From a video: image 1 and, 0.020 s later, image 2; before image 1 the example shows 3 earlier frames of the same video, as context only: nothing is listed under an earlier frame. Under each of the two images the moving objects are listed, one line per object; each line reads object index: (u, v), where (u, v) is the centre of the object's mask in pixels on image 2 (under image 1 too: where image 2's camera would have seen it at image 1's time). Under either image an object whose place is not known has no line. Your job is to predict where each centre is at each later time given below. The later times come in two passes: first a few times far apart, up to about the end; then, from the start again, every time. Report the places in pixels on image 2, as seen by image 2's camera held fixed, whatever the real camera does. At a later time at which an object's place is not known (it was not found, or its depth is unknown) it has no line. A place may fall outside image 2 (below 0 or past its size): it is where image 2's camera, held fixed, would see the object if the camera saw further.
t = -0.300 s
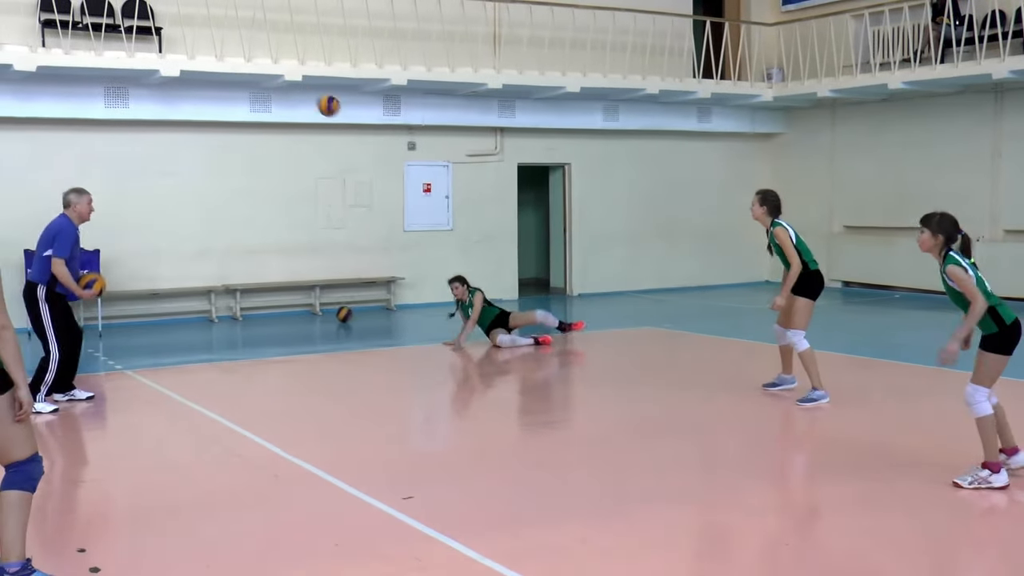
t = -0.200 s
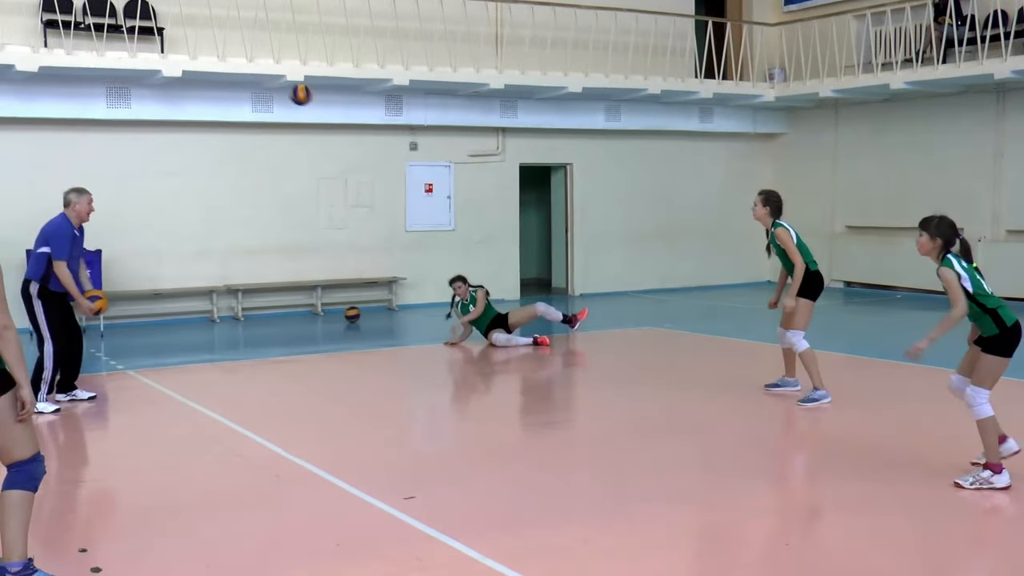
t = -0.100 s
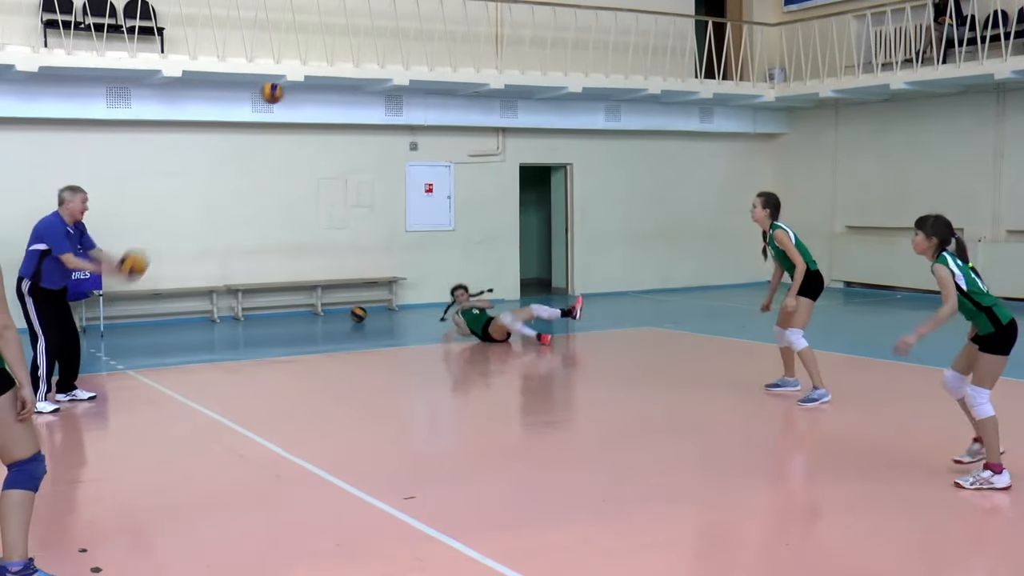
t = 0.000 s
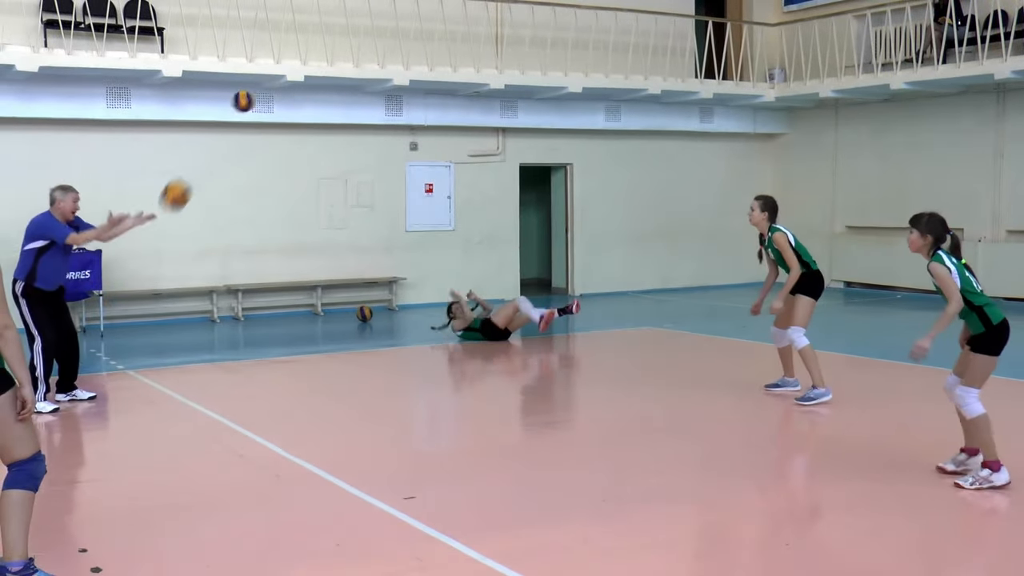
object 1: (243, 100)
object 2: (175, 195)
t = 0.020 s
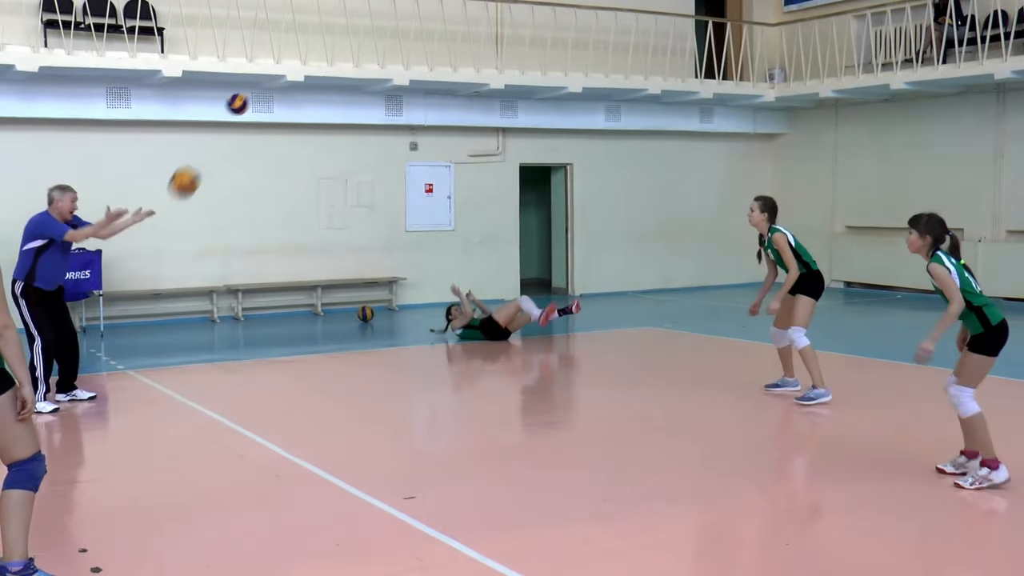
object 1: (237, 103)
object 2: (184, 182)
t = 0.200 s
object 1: (186, 146)
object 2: (264, 90)
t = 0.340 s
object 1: (148, 201)
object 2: (328, 48)
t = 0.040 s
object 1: (232, 106)
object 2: (193, 169)
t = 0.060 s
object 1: (226, 110)
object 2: (202, 158)
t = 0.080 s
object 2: (210, 147)
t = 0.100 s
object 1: (215, 117)
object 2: (219, 137)
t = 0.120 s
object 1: (208, 123)
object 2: (229, 125)
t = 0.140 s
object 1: (203, 128)
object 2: (237, 116)
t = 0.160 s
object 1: (197, 134)
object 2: (246, 106)
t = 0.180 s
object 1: (192, 140)
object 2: (255, 98)
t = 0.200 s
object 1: (186, 146)
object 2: (264, 90)
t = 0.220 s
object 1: (181, 153)
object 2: (273, 82)
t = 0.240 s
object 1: (176, 159)
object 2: (282, 75)
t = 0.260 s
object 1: (171, 167)
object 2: (291, 69)
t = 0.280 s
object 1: (164, 175)
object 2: (300, 62)
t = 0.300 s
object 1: (159, 183)
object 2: (309, 57)
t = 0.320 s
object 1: (154, 191)
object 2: (318, 52)
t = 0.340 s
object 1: (148, 201)
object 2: (328, 48)
